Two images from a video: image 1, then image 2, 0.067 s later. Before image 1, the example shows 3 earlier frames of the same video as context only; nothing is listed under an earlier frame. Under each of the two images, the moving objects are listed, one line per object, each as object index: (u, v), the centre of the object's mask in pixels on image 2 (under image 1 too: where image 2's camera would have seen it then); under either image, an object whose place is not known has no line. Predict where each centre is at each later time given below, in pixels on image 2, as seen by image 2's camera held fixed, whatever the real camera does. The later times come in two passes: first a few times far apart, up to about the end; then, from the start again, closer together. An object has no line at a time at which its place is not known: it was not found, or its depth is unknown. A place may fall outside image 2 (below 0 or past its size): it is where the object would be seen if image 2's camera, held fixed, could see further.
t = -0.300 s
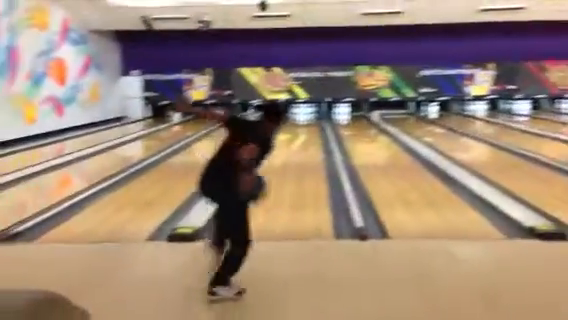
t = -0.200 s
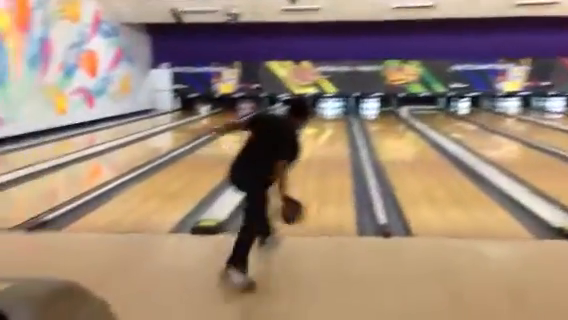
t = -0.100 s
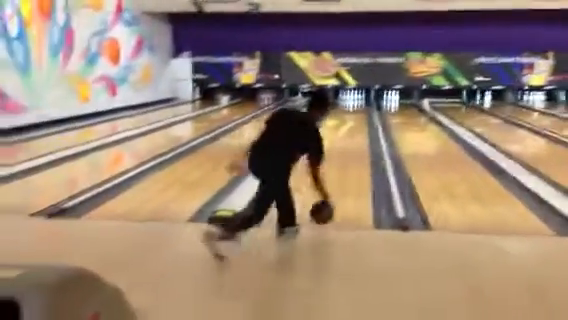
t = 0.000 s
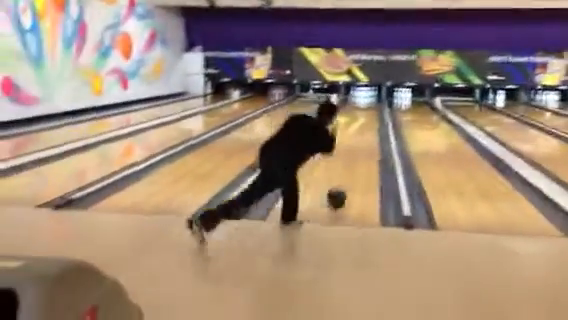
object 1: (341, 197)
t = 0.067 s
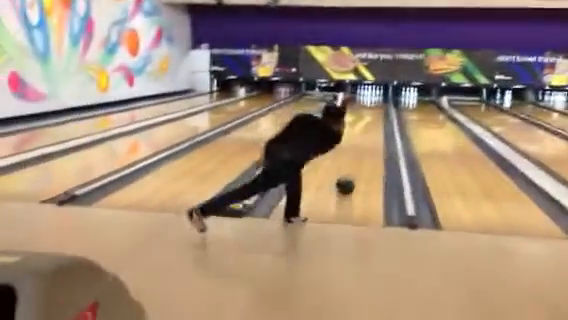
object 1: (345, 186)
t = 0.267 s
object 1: (355, 160)
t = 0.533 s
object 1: (364, 139)
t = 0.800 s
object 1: (370, 124)
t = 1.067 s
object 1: (373, 115)
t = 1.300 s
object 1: (372, 110)
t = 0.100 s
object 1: (347, 181)
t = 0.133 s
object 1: (349, 176)
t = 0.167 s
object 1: (350, 172)
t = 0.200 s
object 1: (352, 167)
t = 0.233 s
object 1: (353, 163)
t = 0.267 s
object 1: (355, 160)
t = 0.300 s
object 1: (356, 157)
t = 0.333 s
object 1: (357, 154)
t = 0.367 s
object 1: (358, 151)
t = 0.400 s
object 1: (359, 149)
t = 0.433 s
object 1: (361, 147)
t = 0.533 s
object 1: (364, 139)
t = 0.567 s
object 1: (364, 137)
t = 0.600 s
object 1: (365, 135)
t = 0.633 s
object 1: (366, 133)
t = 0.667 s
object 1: (367, 132)
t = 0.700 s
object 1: (367, 130)
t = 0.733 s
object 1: (368, 128)
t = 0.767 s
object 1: (368, 127)
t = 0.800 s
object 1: (370, 124)
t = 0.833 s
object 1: (370, 124)
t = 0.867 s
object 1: (370, 122)
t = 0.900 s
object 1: (371, 121)
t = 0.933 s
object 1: (371, 119)
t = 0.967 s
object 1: (372, 119)
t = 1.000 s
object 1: (372, 117)
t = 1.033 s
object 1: (372, 116)
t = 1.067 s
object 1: (373, 115)
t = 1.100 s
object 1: (372, 115)
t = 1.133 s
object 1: (372, 113)
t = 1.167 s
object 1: (373, 113)
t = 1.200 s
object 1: (373, 113)
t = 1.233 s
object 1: (373, 111)
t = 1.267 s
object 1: (373, 111)
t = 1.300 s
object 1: (372, 110)
